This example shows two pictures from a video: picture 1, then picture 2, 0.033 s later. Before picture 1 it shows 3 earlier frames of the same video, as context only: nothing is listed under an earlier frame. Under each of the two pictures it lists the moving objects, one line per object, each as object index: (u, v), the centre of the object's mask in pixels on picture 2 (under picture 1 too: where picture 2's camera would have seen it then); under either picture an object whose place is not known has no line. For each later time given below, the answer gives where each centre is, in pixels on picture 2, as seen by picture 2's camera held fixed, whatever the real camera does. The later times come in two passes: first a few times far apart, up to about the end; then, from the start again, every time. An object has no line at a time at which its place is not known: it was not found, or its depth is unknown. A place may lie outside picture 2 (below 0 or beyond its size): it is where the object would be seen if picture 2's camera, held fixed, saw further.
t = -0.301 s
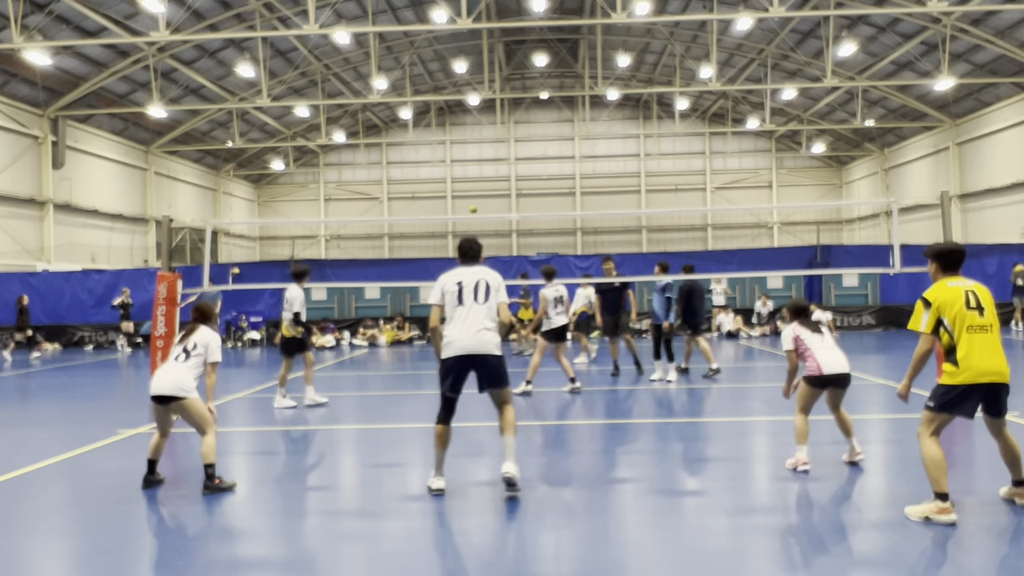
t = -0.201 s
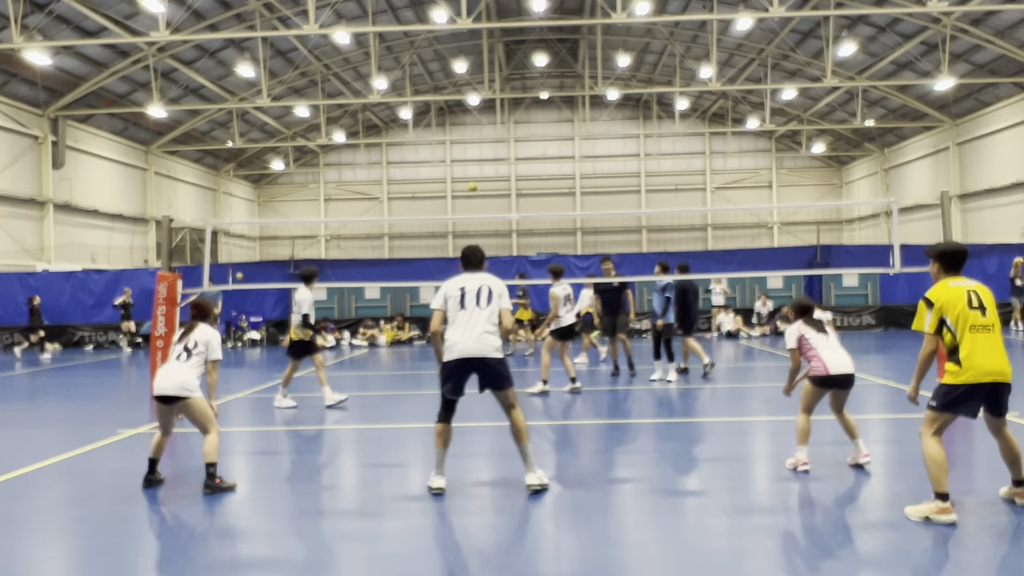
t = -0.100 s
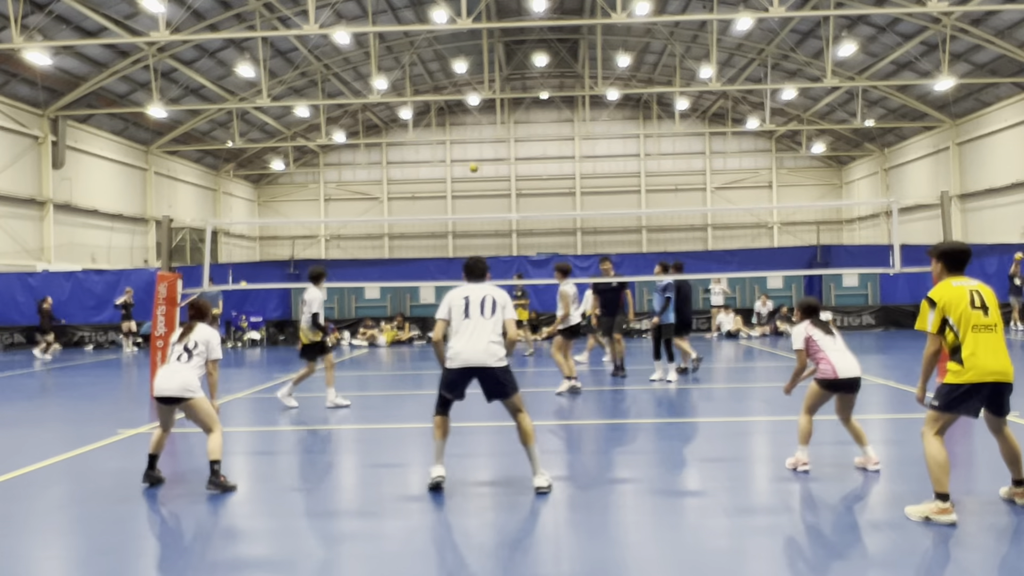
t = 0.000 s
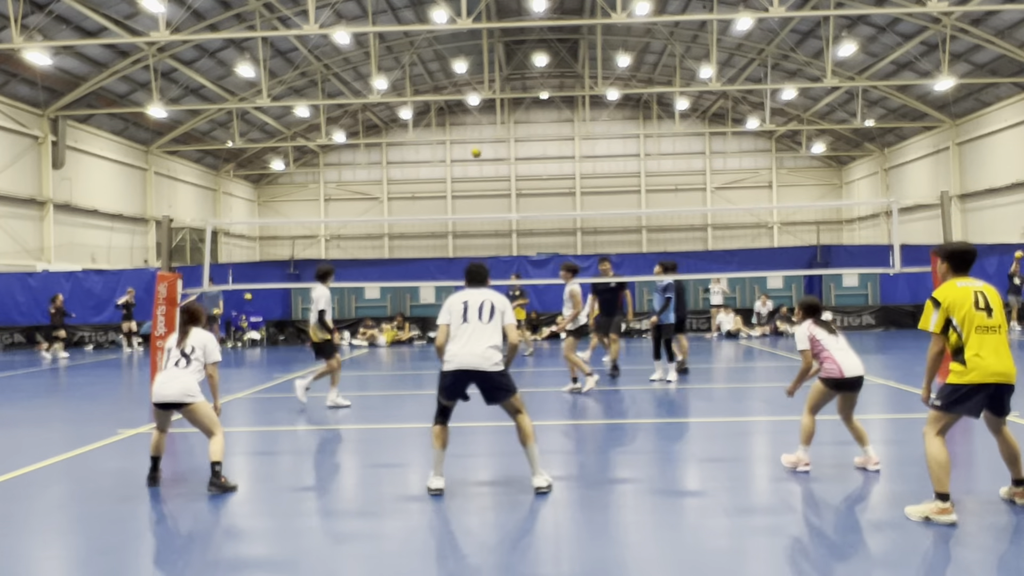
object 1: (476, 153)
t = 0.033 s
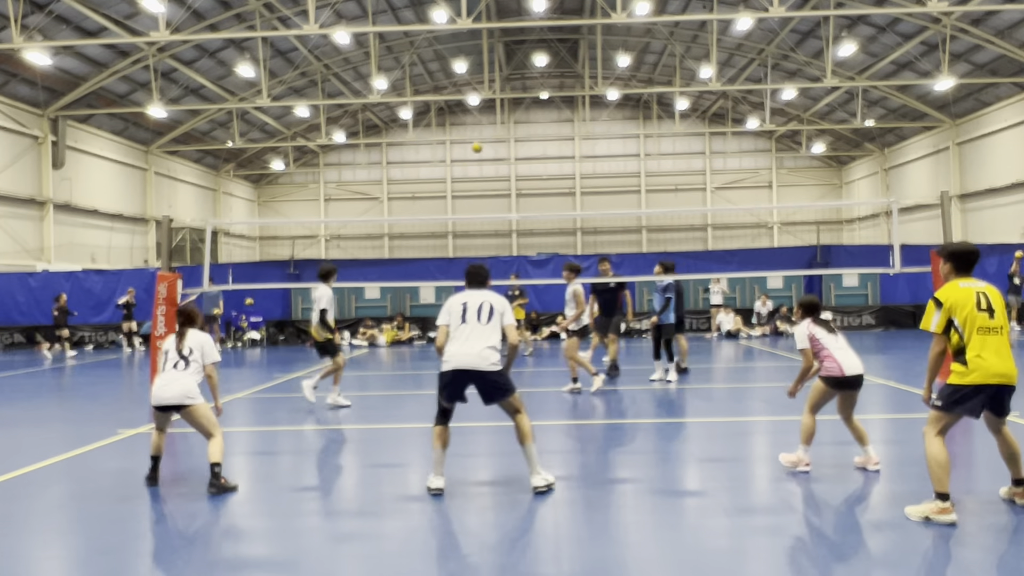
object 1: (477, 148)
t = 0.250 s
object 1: (482, 129)
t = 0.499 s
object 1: (490, 143)
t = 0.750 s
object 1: (504, 228)
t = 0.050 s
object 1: (477, 145)
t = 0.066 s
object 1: (478, 143)
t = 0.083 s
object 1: (478, 142)
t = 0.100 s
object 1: (478, 140)
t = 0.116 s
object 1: (479, 138)
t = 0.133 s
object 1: (479, 137)
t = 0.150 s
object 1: (480, 135)
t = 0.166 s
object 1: (480, 134)
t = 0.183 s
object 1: (481, 133)
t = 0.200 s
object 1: (481, 132)
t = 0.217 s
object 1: (482, 130)
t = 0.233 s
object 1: (482, 129)
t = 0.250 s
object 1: (482, 129)
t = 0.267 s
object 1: (483, 128)
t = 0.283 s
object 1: (483, 128)
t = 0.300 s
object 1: (484, 127)
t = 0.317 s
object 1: (484, 127)
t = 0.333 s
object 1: (485, 127)
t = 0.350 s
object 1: (485, 128)
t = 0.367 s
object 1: (485, 128)
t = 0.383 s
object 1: (486, 129)
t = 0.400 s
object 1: (486, 130)
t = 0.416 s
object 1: (487, 131)
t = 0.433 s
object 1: (487, 133)
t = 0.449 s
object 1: (488, 135)
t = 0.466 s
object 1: (488, 138)
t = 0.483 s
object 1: (489, 140)
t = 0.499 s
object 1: (490, 143)
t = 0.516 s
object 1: (490, 145)
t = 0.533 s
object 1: (491, 148)
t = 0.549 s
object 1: (492, 153)
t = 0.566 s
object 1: (493, 157)
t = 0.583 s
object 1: (494, 161)
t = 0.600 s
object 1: (494, 166)
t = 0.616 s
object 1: (495, 171)
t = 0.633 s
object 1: (496, 178)
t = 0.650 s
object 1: (496, 183)
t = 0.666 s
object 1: (498, 188)
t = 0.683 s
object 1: (499, 196)
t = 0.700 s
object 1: (500, 203)
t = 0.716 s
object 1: (501, 212)
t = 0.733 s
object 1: (502, 219)
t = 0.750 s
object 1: (504, 228)
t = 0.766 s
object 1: (505, 237)
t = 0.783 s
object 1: (506, 246)
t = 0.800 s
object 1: (509, 257)
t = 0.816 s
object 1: (510, 267)
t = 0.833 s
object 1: (512, 278)
